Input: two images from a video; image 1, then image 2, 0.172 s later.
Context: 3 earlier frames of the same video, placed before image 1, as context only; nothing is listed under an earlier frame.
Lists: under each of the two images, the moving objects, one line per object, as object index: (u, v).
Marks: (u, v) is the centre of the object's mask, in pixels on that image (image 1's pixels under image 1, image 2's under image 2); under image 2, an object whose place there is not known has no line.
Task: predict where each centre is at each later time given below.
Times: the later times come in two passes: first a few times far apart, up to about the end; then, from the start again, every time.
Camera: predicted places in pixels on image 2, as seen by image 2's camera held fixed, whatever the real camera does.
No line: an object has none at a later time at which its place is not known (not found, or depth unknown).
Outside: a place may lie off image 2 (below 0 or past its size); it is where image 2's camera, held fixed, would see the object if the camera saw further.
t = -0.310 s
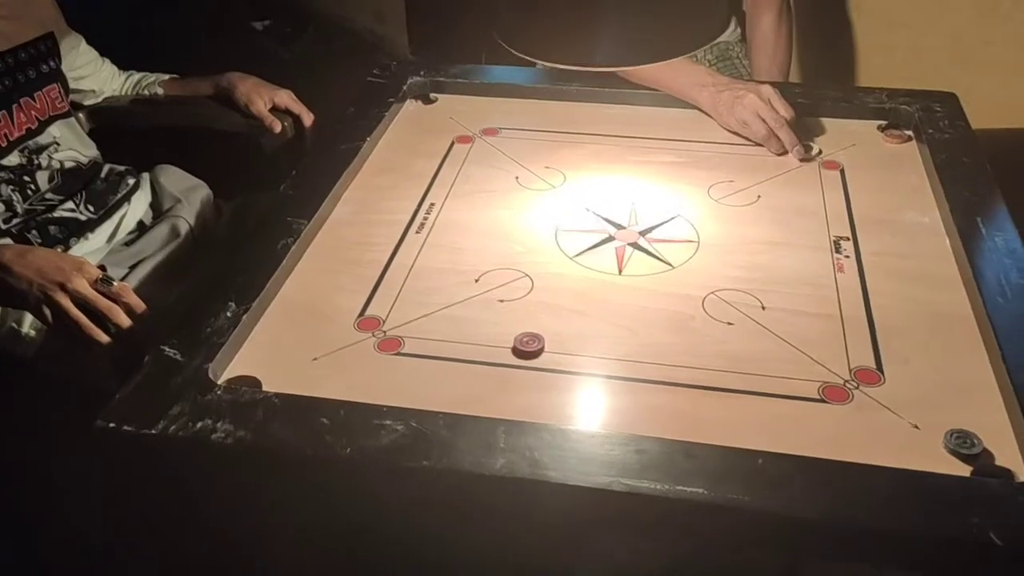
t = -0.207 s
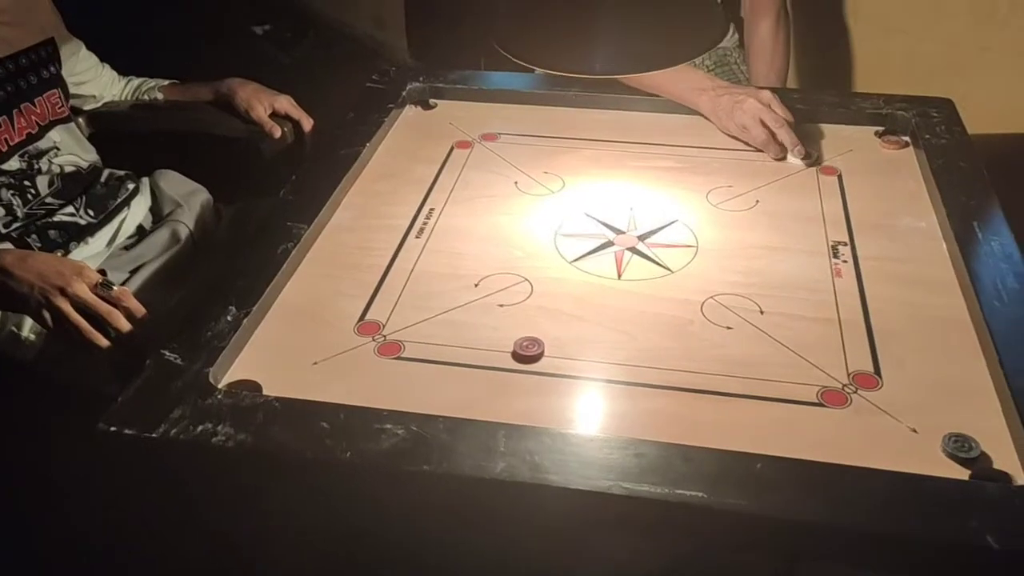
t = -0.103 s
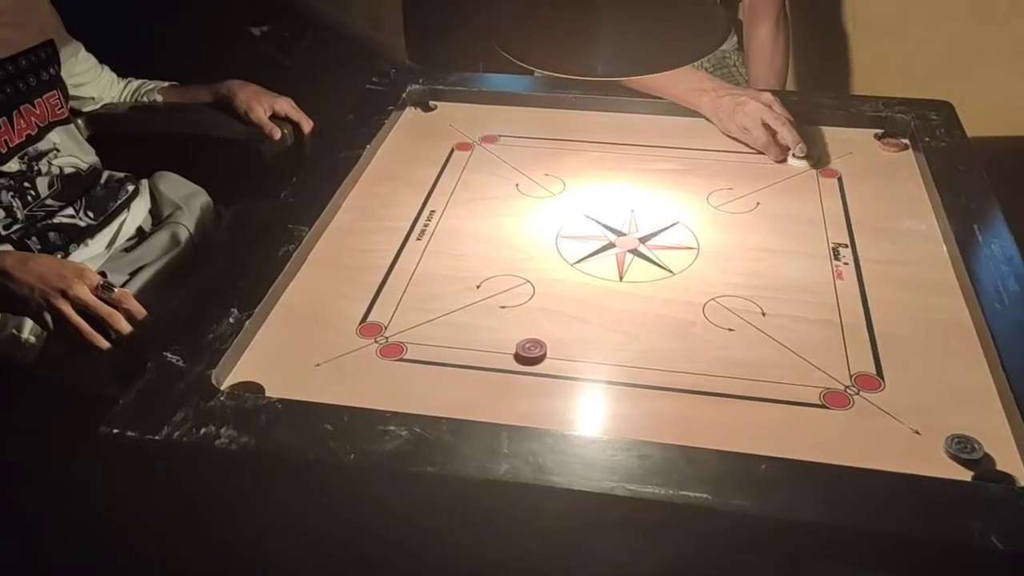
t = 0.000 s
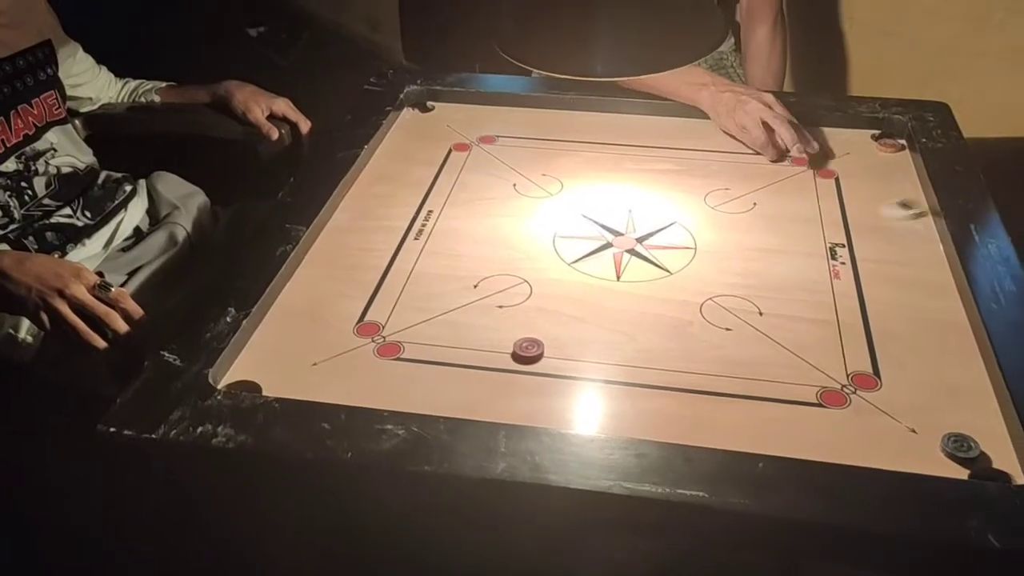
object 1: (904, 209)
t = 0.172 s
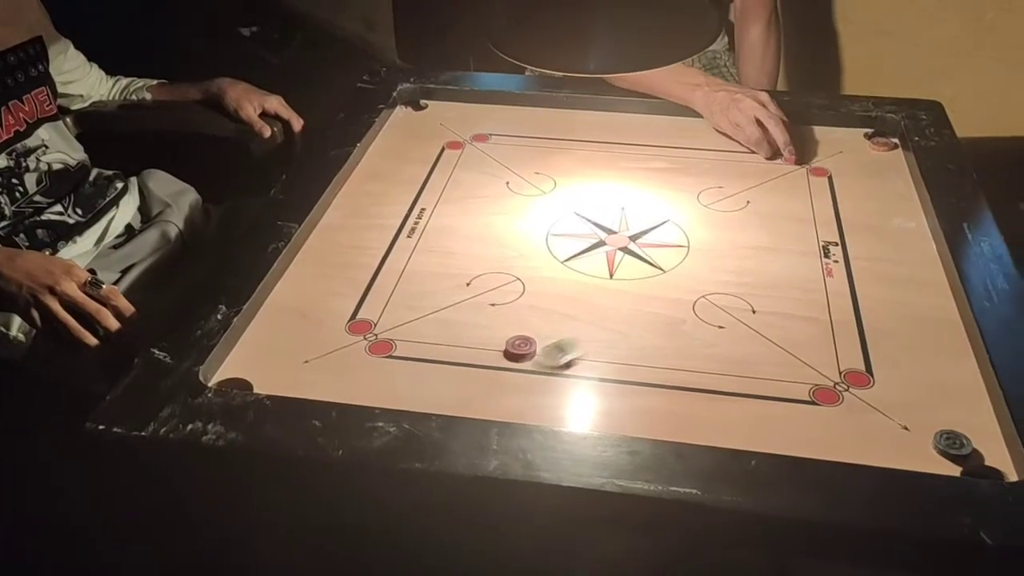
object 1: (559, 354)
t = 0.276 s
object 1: (443, 340)
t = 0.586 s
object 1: (381, 154)
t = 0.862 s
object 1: (478, 126)
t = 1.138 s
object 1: (530, 180)
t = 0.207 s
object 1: (469, 404)
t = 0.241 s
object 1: (454, 372)
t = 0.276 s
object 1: (443, 340)
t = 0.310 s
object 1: (433, 312)
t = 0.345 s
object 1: (424, 285)
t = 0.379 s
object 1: (415, 260)
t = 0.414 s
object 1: (409, 238)
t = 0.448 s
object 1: (400, 219)
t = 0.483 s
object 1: (395, 200)
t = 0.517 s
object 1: (389, 183)
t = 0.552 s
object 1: (385, 168)
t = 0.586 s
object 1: (381, 154)
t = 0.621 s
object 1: (395, 143)
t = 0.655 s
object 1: (411, 134)
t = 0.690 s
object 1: (426, 125)
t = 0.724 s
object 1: (441, 117)
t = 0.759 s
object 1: (455, 109)
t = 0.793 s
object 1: (464, 112)
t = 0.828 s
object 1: (471, 119)
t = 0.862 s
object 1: (478, 126)
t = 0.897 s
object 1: (485, 134)
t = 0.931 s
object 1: (492, 140)
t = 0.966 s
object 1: (499, 146)
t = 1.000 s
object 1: (506, 154)
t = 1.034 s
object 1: (512, 161)
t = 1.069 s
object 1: (518, 167)
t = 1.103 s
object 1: (524, 174)
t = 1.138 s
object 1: (530, 180)
